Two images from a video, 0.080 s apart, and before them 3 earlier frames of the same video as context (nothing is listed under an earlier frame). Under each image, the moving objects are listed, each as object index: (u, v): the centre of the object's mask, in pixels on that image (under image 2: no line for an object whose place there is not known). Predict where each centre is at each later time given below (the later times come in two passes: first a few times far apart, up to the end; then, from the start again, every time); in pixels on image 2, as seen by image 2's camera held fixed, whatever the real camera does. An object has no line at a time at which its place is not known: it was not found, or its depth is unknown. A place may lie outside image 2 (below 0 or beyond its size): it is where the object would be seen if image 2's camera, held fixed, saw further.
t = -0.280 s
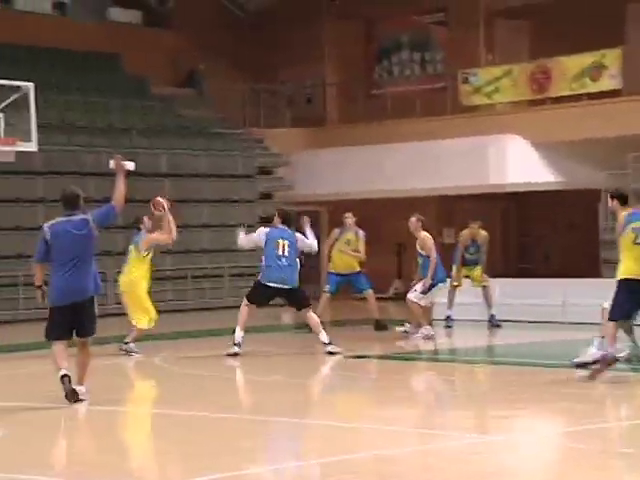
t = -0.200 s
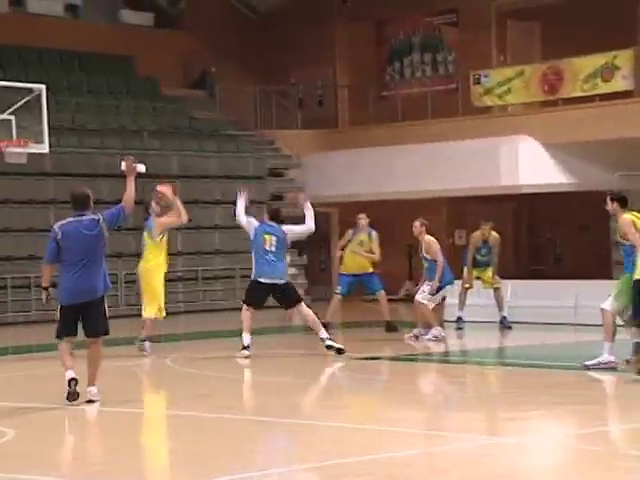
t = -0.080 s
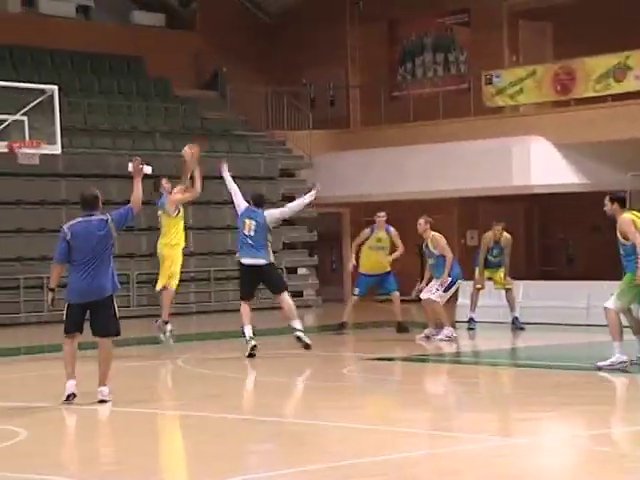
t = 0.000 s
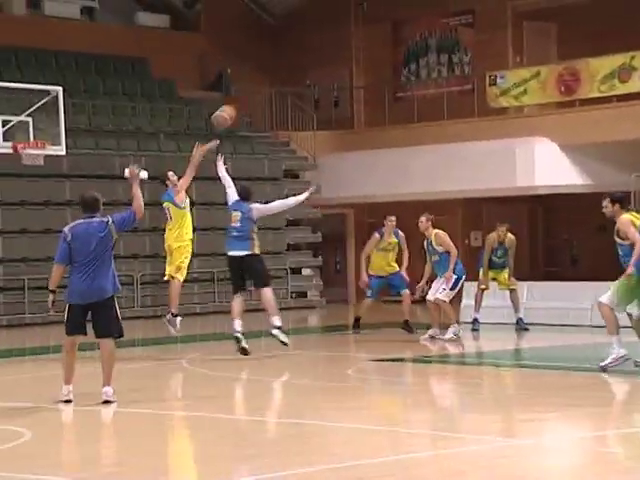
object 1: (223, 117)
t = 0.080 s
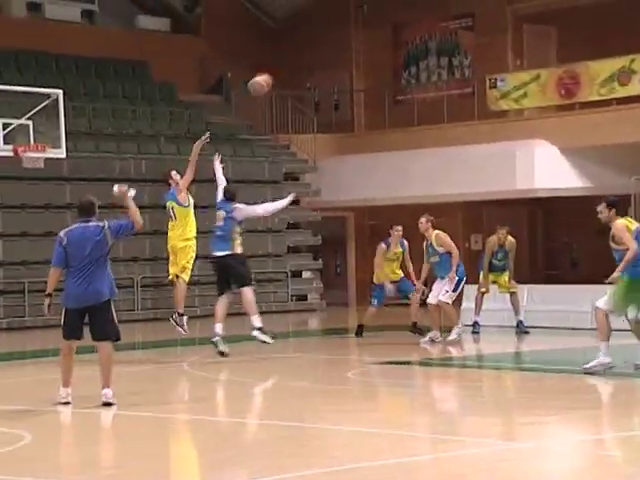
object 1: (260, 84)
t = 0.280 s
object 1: (351, 14)
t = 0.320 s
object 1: (369, 4)
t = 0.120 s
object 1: (279, 68)
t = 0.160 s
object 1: (297, 53)
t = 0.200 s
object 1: (315, 39)
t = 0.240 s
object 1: (333, 27)
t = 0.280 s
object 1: (351, 14)
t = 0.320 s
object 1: (369, 4)
